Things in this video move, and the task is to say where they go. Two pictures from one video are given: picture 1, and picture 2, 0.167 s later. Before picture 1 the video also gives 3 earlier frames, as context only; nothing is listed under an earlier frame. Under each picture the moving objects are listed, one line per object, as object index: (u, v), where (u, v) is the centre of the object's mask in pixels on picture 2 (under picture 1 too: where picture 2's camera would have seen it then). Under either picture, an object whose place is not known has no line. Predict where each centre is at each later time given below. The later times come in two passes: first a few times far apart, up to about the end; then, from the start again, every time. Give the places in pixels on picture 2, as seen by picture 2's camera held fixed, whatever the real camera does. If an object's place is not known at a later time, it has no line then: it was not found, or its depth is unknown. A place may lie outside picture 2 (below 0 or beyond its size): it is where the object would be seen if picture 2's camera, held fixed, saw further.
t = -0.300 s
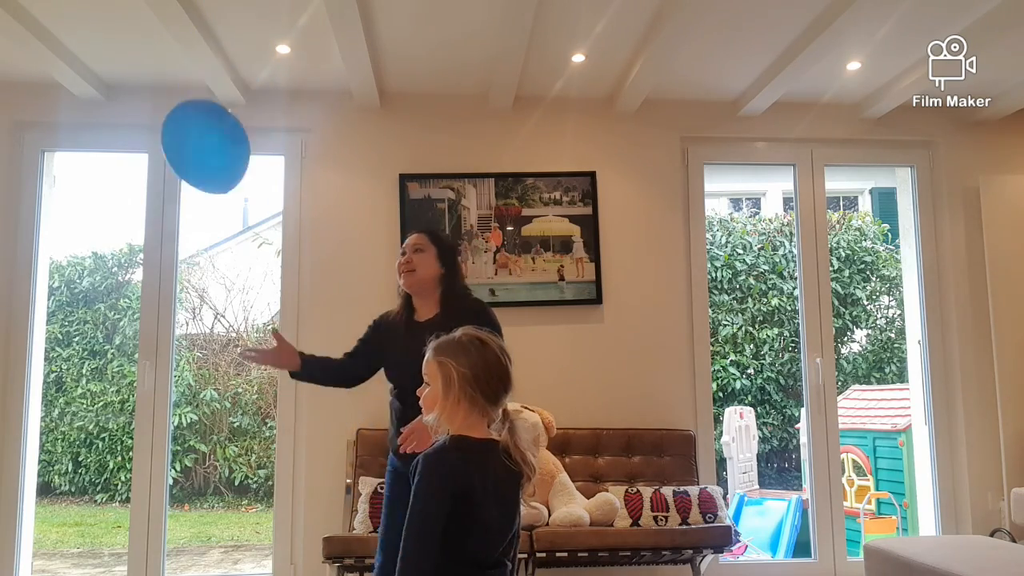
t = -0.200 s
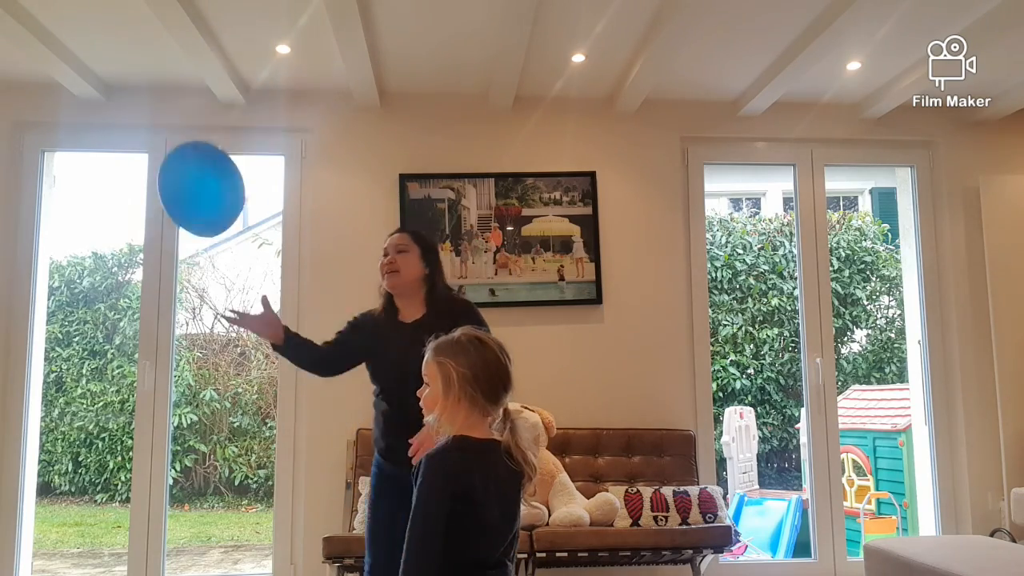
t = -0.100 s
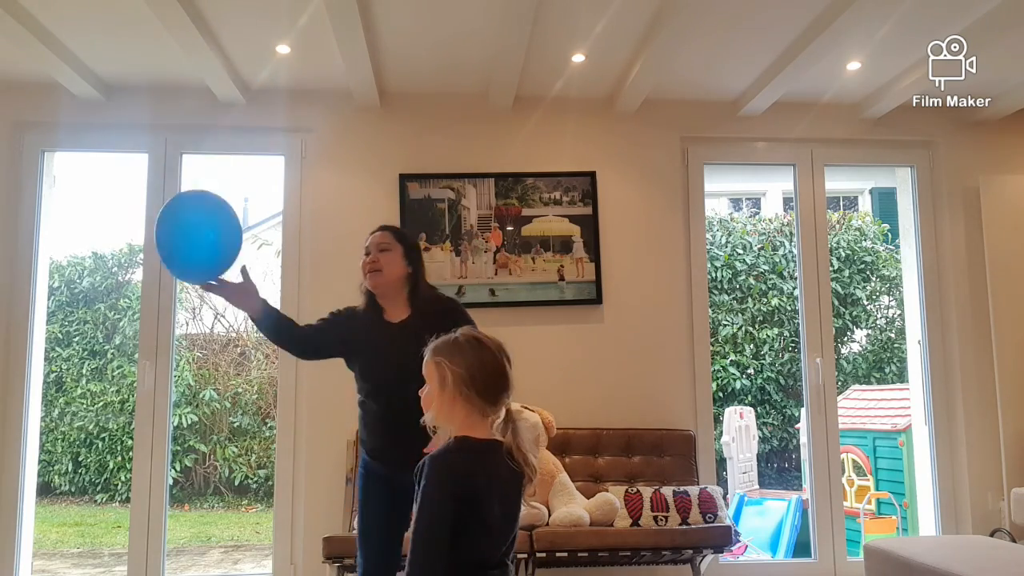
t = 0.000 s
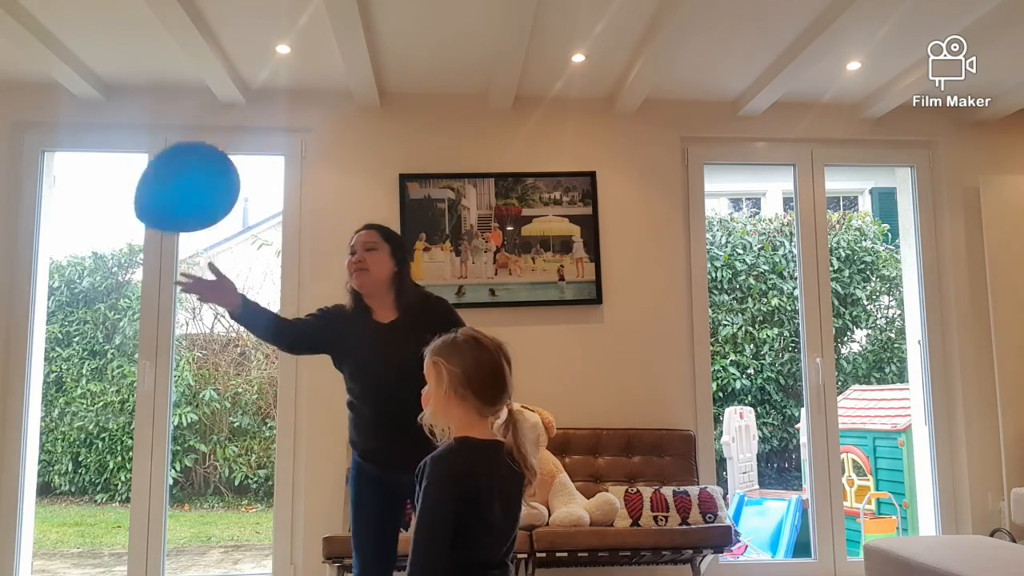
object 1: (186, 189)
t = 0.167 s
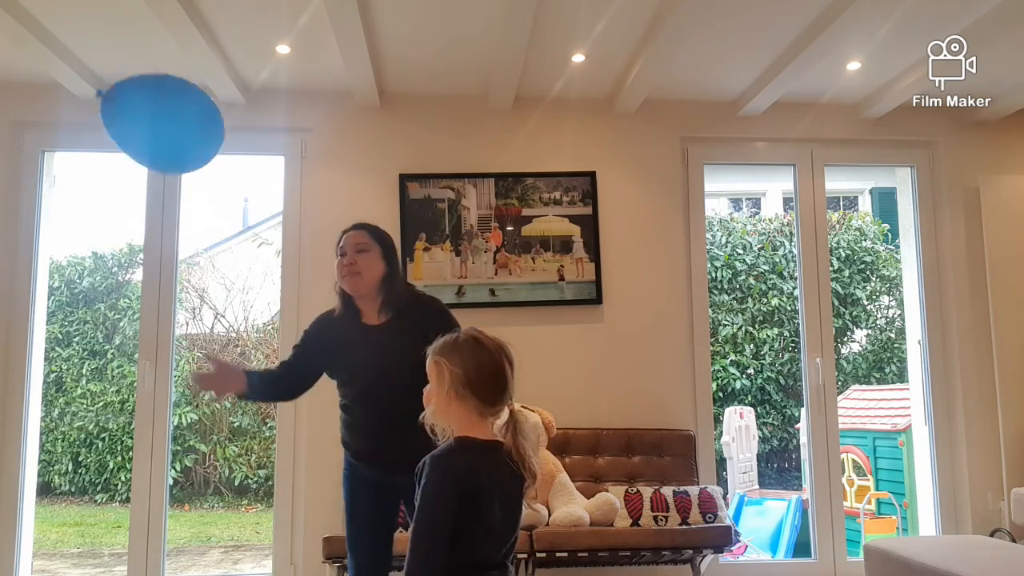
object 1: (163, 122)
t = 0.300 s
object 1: (139, 80)
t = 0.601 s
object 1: (92, 52)
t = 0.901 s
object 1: (65, 122)
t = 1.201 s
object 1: (65, 358)
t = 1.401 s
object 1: (44, 540)
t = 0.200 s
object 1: (157, 111)
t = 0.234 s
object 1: (151, 100)
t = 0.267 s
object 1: (145, 90)
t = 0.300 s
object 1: (139, 80)
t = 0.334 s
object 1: (132, 71)
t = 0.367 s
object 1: (126, 63)
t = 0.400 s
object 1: (120, 56)
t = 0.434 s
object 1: (115, 51)
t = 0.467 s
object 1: (109, 48)
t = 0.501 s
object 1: (104, 47)
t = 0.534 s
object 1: (99, 47)
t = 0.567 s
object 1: (96, 48)
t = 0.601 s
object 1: (92, 52)
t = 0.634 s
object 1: (89, 56)
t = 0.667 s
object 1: (84, 59)
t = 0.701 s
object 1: (80, 63)
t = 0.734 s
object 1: (75, 68)
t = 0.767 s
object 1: (72, 73)
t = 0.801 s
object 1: (68, 79)
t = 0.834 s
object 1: (67, 89)
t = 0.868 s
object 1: (66, 104)
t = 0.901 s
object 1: (65, 122)
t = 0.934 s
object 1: (65, 141)
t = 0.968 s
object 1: (66, 162)
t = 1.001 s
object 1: (67, 186)
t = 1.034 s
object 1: (68, 210)
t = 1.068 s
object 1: (69, 236)
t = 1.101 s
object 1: (69, 265)
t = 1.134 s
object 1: (69, 295)
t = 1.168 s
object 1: (67, 326)
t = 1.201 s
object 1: (65, 358)
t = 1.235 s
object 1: (62, 391)
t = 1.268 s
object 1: (58, 427)
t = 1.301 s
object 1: (55, 464)
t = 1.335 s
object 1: (53, 493)
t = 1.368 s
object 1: (50, 517)
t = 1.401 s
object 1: (44, 540)
